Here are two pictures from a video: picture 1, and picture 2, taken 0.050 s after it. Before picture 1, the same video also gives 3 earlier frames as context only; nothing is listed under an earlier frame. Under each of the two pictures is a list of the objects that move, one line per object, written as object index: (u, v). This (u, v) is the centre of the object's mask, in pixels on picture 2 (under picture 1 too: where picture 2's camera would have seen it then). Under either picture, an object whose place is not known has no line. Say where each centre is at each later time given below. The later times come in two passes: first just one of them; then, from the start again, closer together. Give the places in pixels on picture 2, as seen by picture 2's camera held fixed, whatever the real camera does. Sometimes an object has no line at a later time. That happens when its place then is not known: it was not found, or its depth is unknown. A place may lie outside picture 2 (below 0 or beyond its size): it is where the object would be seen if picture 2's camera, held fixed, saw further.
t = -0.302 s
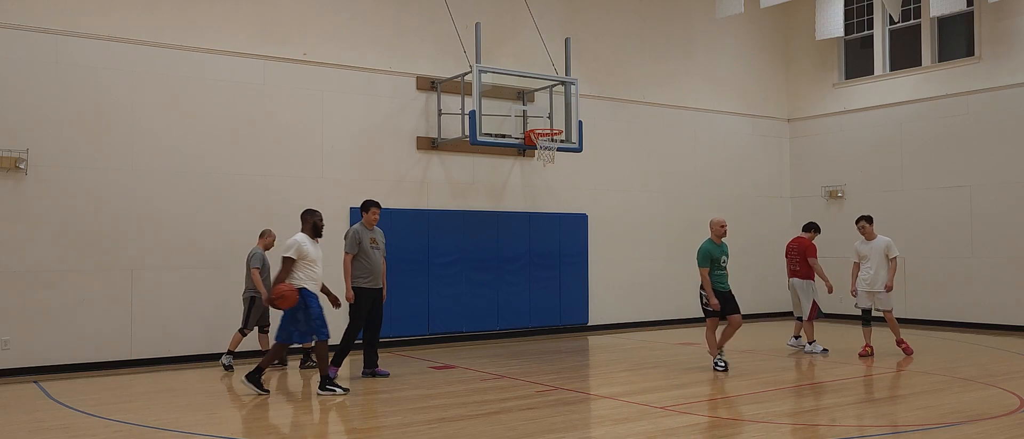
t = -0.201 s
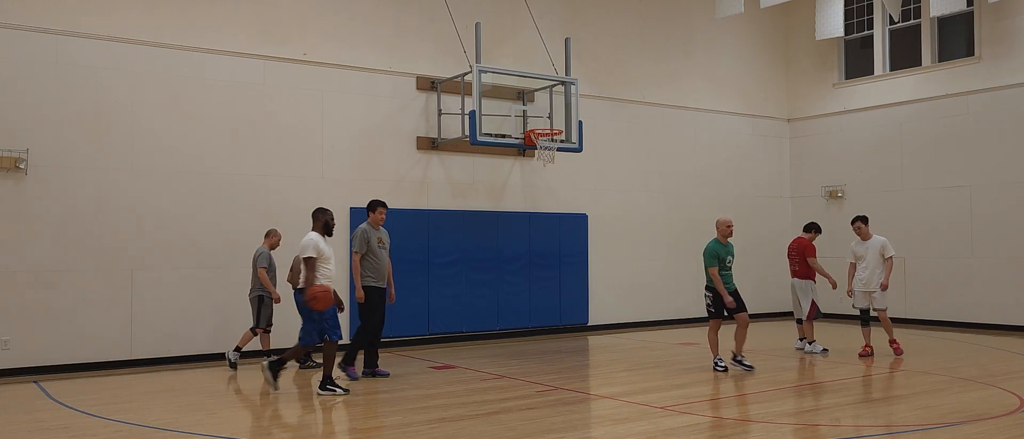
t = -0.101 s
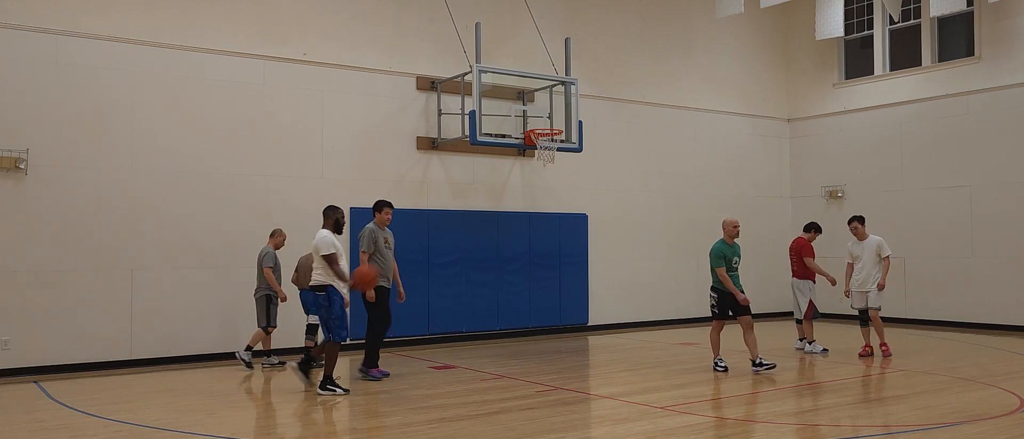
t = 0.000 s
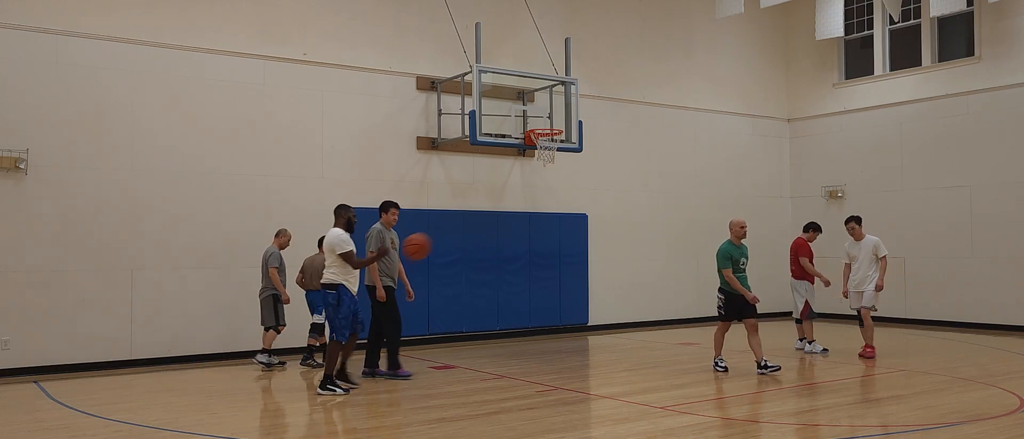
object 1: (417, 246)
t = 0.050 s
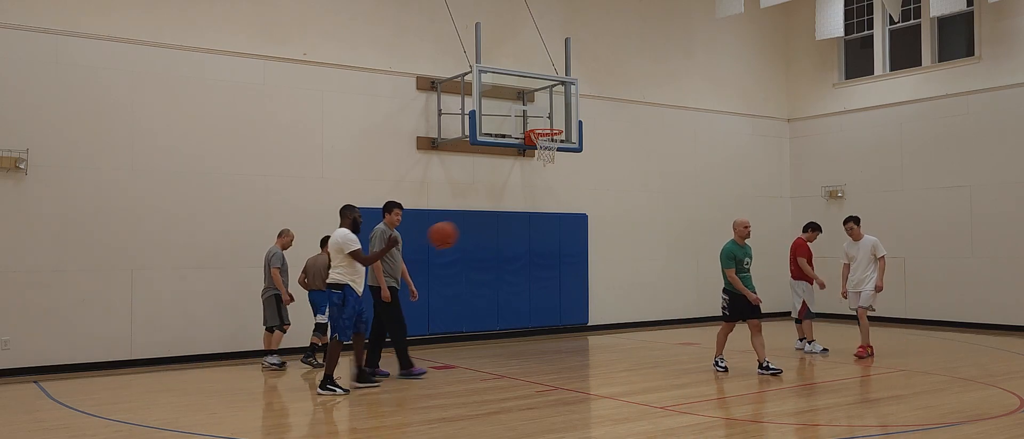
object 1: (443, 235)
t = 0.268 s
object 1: (561, 215)
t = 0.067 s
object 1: (452, 231)
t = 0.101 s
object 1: (470, 226)
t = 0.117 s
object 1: (479, 224)
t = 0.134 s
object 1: (487, 221)
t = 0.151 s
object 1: (497, 220)
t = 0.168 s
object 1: (506, 218)
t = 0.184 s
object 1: (515, 217)
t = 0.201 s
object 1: (524, 216)
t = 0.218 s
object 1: (534, 215)
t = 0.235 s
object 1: (543, 215)
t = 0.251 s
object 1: (552, 215)
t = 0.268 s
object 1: (561, 215)
